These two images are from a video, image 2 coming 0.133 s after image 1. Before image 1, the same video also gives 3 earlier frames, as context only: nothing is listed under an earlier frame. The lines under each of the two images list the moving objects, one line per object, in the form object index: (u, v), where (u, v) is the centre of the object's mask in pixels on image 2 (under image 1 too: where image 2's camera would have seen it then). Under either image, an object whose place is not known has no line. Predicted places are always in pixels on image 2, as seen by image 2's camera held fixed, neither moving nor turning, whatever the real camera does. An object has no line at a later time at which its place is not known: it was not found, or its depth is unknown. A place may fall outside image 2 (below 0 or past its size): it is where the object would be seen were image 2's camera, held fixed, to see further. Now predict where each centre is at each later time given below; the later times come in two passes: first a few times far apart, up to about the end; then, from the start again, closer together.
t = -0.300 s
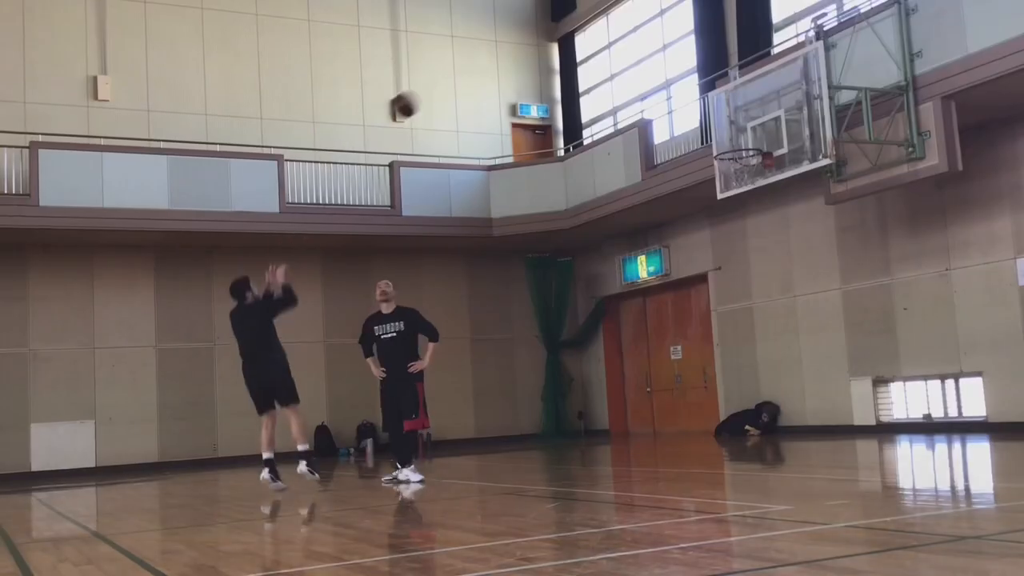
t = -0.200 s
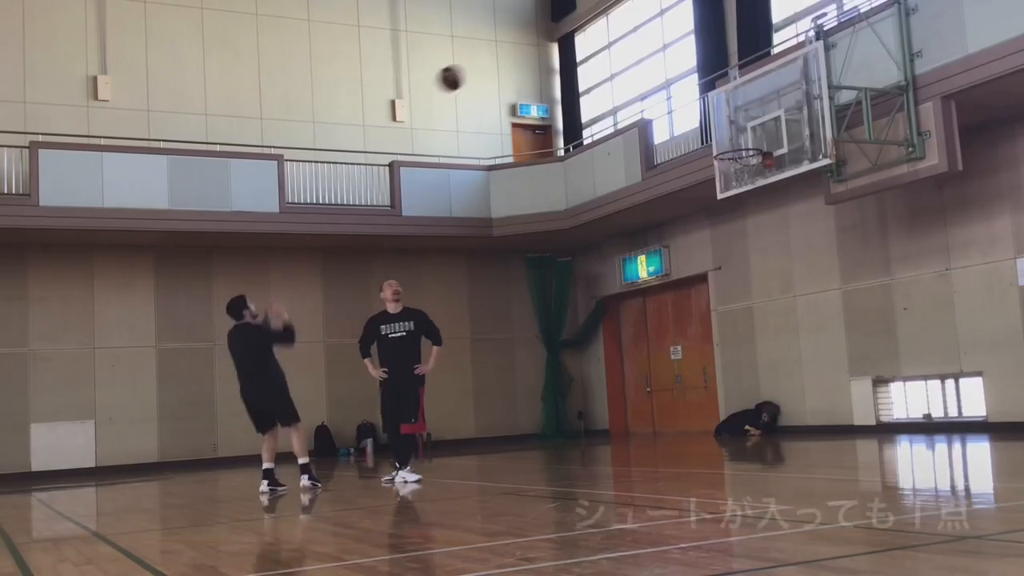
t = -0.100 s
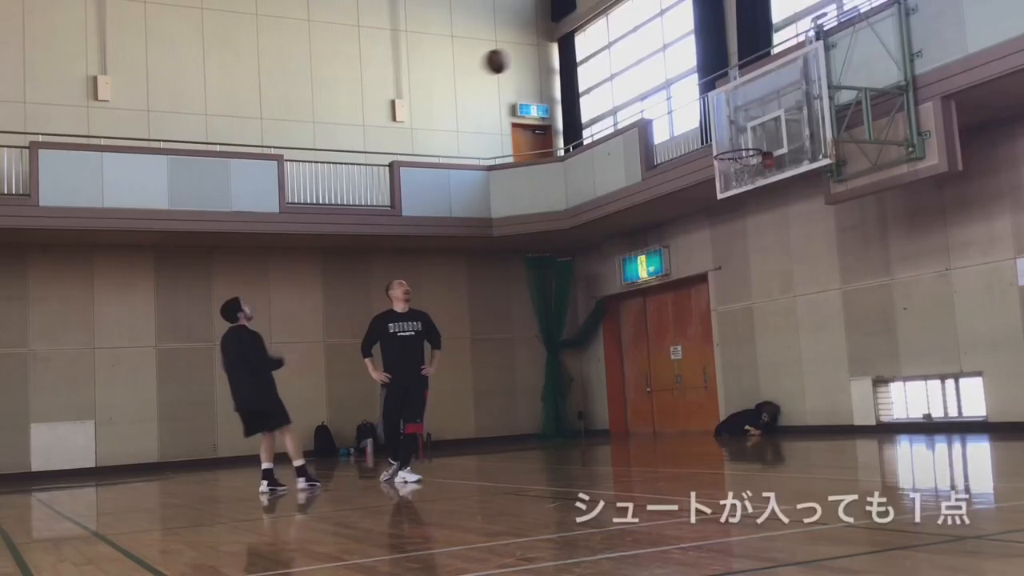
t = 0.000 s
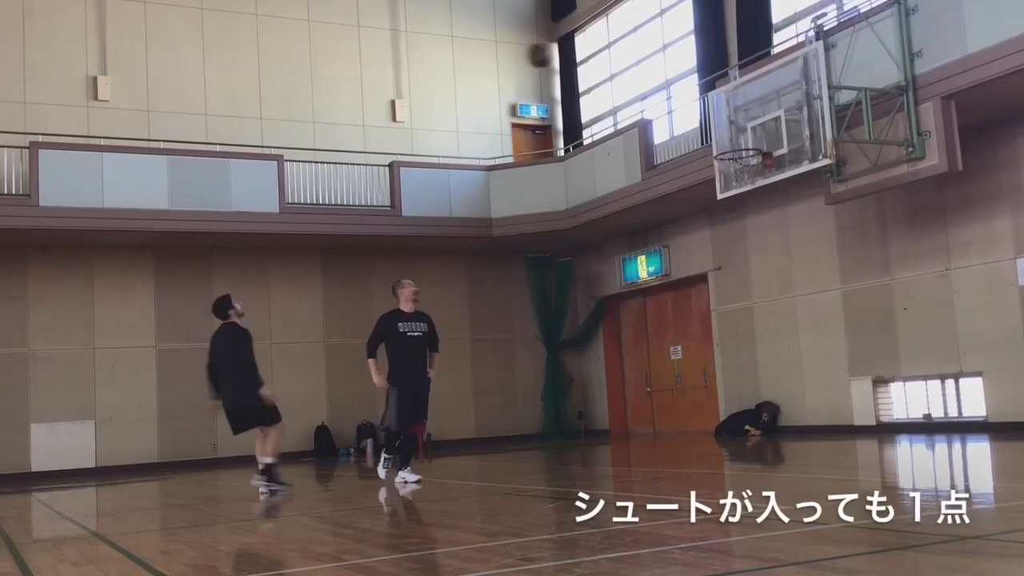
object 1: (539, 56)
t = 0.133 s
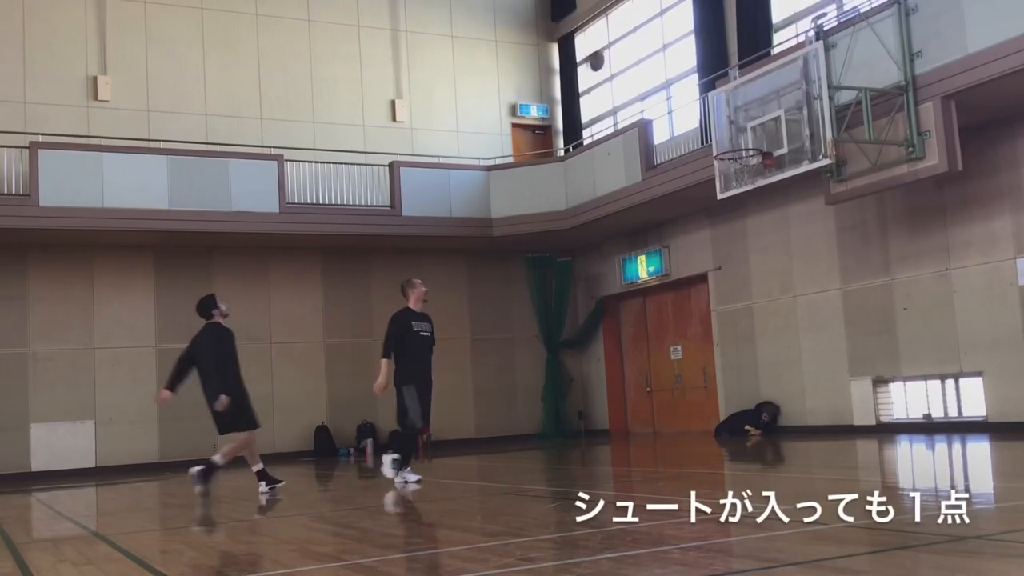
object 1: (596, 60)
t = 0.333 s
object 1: (679, 100)
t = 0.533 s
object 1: (743, 166)
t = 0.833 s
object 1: (717, 275)
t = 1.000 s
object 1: (707, 382)
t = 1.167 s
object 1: (688, 407)
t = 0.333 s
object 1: (679, 100)
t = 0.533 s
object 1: (743, 166)
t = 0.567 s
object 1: (740, 177)
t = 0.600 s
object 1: (737, 183)
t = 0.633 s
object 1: (733, 193)
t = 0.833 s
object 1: (717, 275)
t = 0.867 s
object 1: (717, 293)
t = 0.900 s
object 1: (715, 312)
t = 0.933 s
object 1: (714, 336)
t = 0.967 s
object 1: (711, 357)
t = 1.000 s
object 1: (707, 382)
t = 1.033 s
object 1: (705, 406)
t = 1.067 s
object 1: (702, 430)
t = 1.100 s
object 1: (701, 446)
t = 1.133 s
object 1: (693, 425)
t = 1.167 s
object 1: (688, 407)
